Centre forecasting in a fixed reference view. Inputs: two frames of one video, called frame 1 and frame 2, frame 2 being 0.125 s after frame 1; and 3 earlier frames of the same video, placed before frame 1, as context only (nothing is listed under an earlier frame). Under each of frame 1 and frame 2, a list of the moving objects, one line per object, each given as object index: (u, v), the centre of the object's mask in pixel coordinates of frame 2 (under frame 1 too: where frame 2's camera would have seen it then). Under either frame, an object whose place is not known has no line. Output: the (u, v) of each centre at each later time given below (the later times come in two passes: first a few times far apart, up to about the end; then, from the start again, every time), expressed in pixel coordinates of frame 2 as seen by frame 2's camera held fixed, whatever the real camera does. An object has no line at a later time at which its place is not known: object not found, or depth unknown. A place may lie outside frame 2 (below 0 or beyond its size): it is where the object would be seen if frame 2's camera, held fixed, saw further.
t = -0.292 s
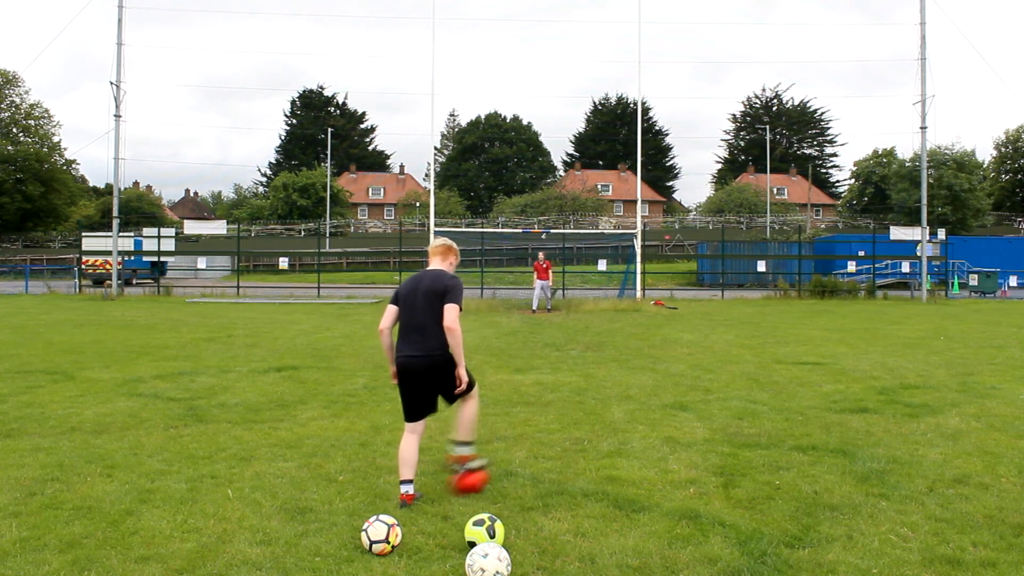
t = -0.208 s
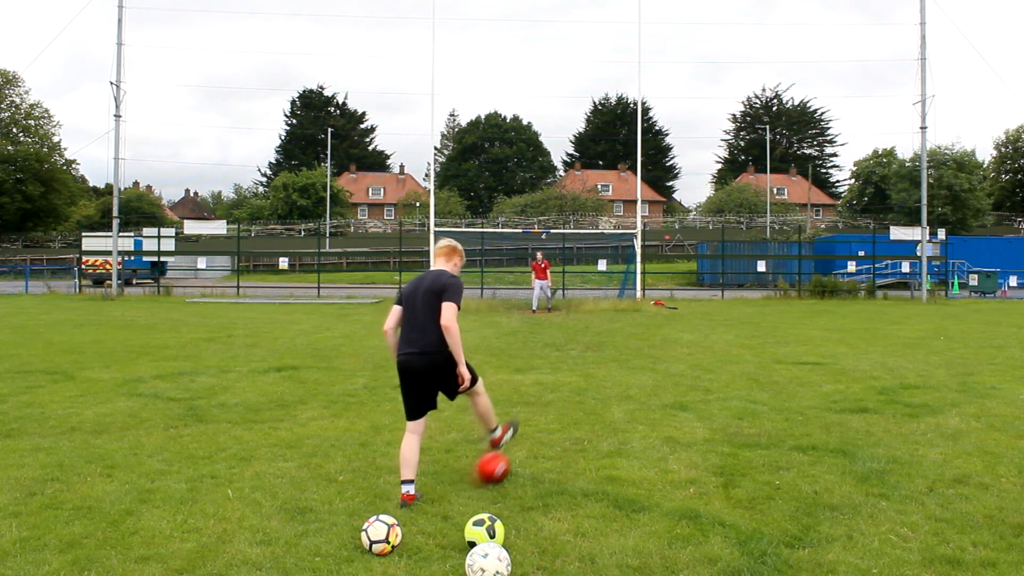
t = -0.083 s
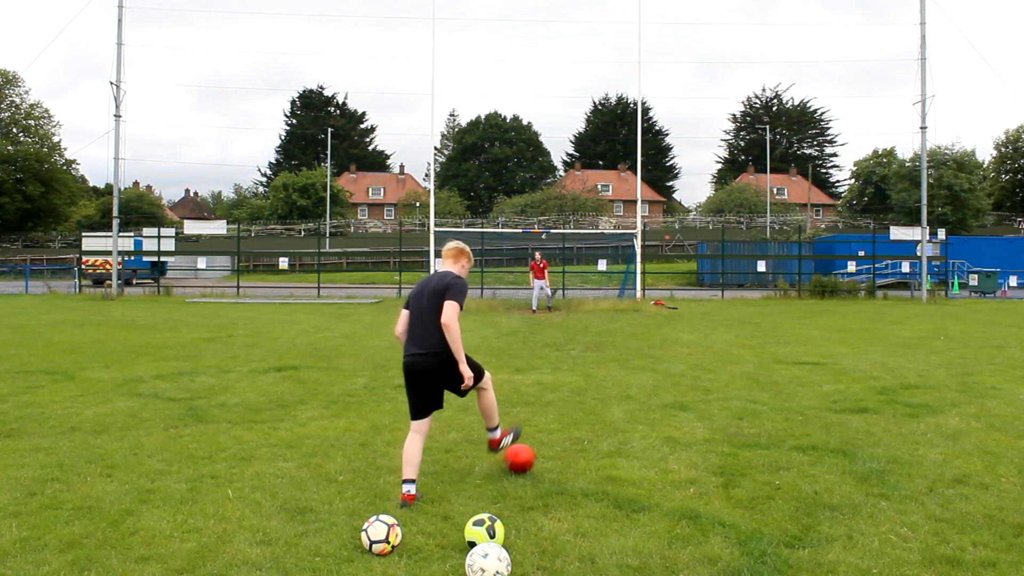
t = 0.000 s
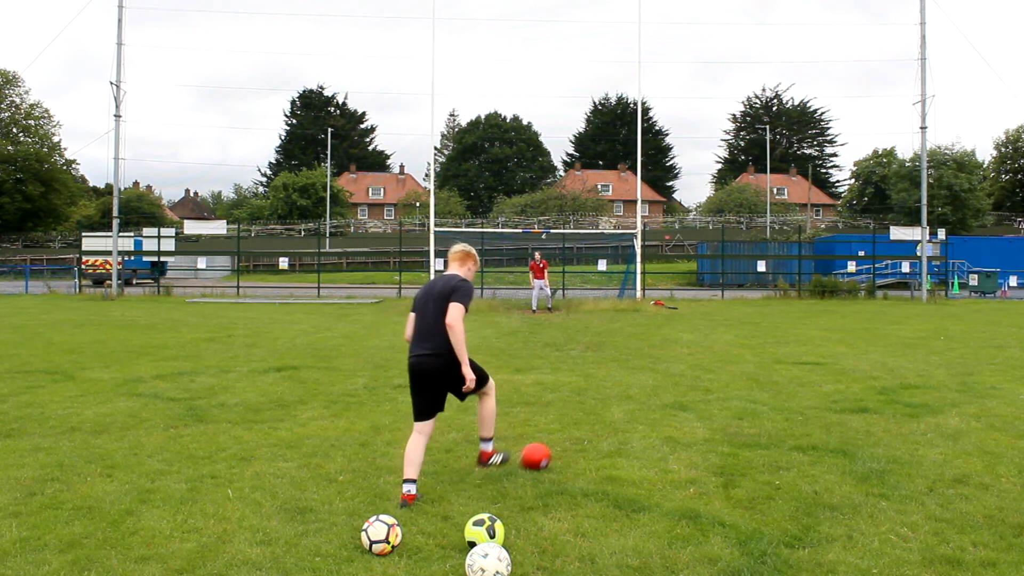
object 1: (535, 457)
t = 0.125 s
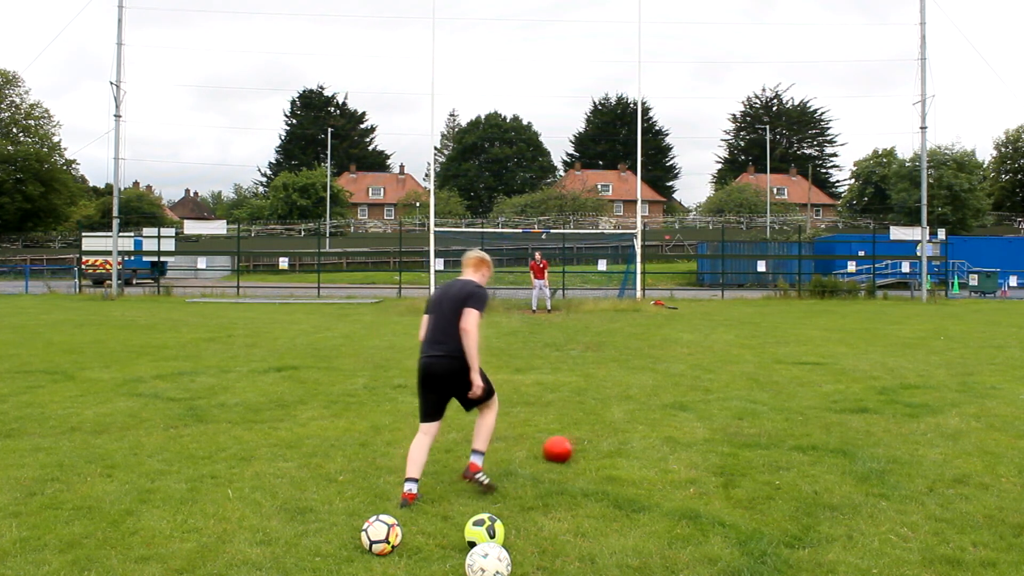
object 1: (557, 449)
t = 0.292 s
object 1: (584, 438)
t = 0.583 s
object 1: (621, 426)
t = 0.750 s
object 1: (637, 420)
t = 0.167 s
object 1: (564, 446)
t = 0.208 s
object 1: (571, 442)
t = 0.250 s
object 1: (577, 439)
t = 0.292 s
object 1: (584, 438)
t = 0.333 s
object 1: (590, 436)
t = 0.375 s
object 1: (596, 435)
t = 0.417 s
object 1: (601, 433)
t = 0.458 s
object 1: (606, 430)
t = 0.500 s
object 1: (611, 429)
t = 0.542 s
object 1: (616, 428)
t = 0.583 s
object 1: (621, 426)
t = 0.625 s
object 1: (625, 424)
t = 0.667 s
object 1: (629, 423)
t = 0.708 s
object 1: (633, 422)
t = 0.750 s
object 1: (637, 420)
